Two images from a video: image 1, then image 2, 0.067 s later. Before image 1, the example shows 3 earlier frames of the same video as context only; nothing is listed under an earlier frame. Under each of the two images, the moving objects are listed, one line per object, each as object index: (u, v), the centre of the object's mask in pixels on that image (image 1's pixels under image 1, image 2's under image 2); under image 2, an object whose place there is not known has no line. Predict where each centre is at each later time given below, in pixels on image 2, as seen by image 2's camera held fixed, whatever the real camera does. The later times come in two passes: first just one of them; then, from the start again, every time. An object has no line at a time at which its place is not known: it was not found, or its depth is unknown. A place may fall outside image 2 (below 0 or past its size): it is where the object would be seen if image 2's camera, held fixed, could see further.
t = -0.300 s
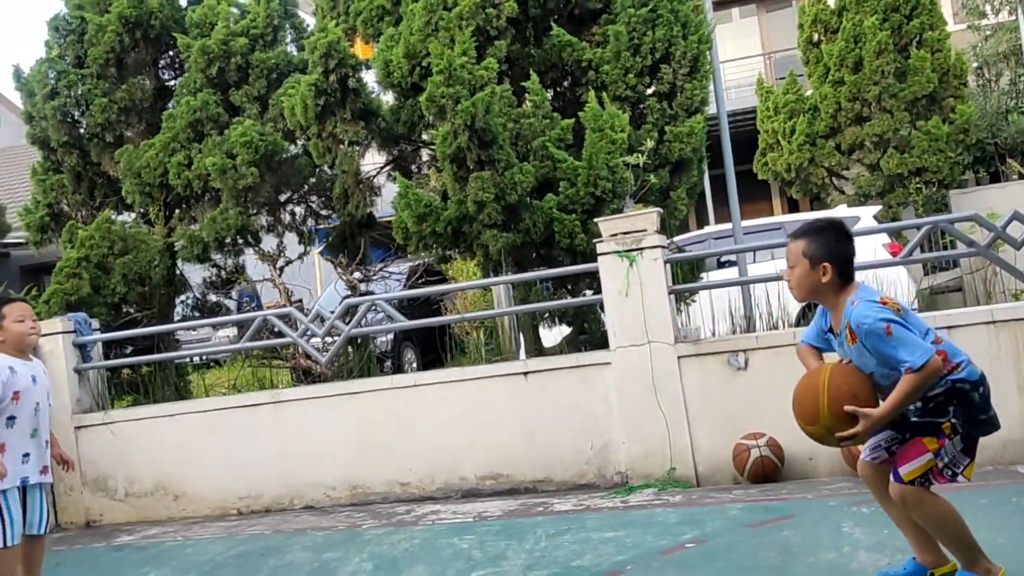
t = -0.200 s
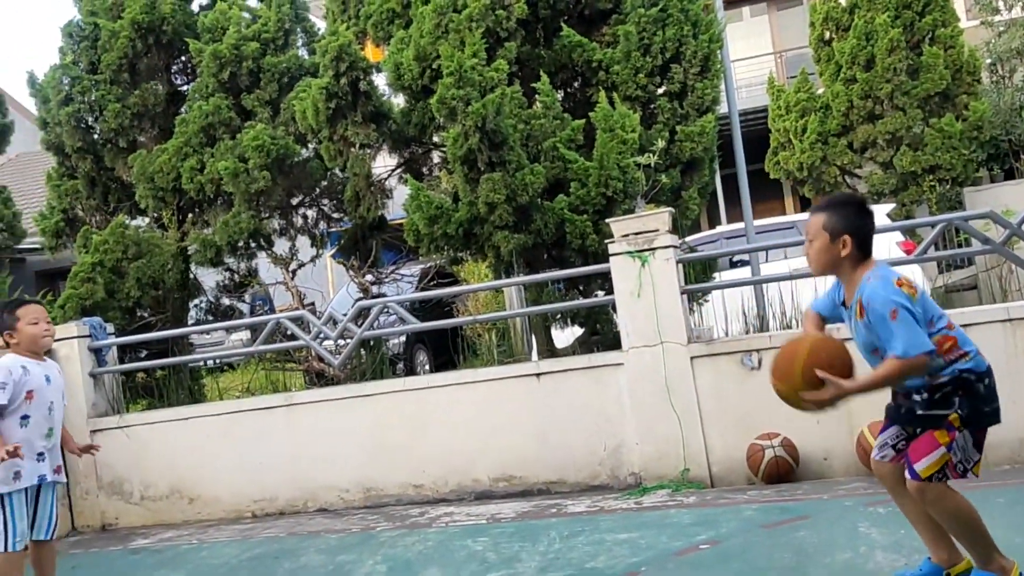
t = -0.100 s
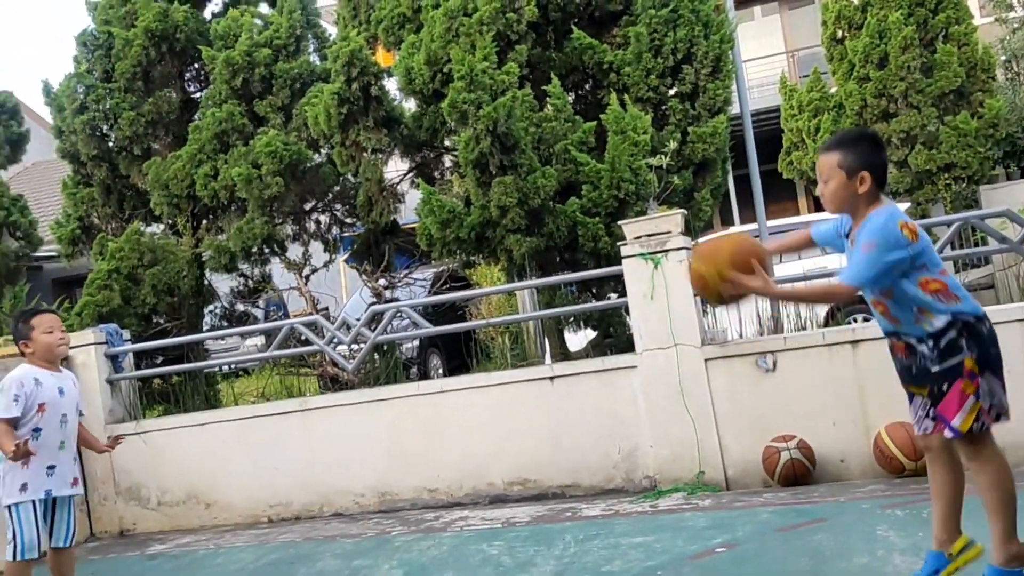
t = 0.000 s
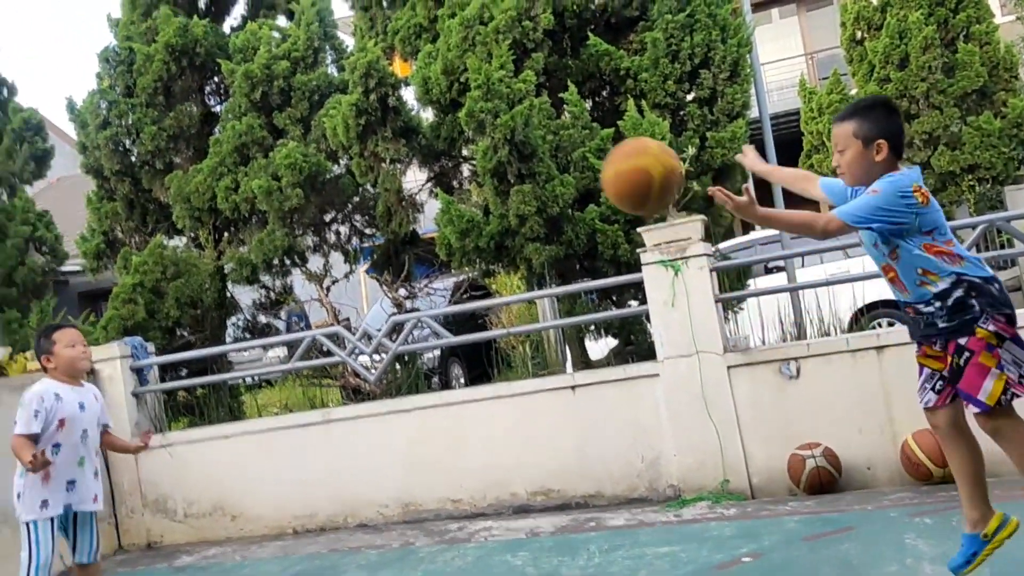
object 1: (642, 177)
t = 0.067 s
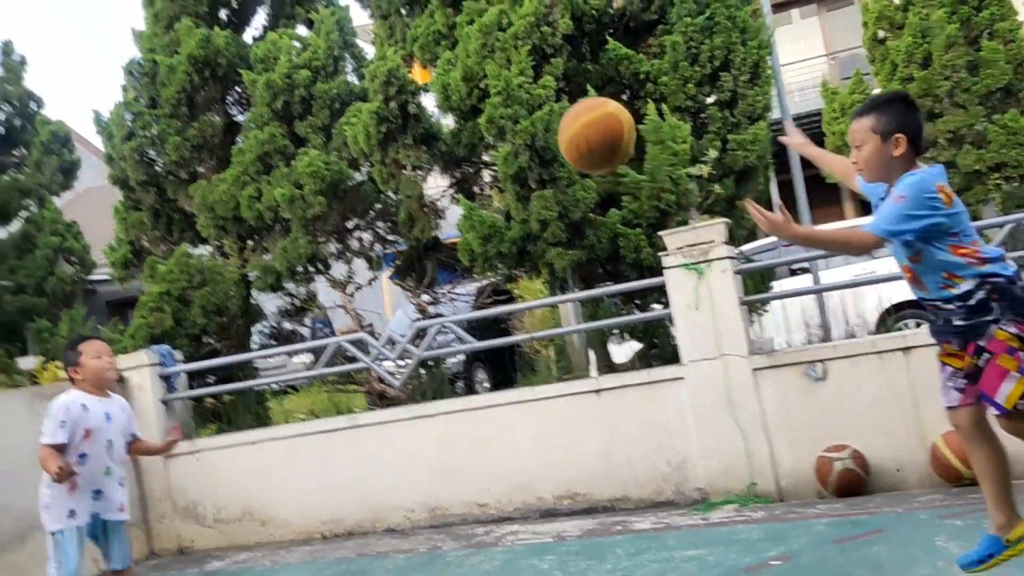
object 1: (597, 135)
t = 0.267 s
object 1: (432, 93)
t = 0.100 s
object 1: (566, 119)
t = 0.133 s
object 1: (536, 107)
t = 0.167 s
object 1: (508, 99)
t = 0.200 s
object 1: (482, 94)
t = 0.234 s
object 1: (456, 92)
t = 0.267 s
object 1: (432, 93)
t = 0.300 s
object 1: (408, 98)
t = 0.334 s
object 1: (387, 106)
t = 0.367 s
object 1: (366, 117)
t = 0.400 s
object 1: (347, 130)
